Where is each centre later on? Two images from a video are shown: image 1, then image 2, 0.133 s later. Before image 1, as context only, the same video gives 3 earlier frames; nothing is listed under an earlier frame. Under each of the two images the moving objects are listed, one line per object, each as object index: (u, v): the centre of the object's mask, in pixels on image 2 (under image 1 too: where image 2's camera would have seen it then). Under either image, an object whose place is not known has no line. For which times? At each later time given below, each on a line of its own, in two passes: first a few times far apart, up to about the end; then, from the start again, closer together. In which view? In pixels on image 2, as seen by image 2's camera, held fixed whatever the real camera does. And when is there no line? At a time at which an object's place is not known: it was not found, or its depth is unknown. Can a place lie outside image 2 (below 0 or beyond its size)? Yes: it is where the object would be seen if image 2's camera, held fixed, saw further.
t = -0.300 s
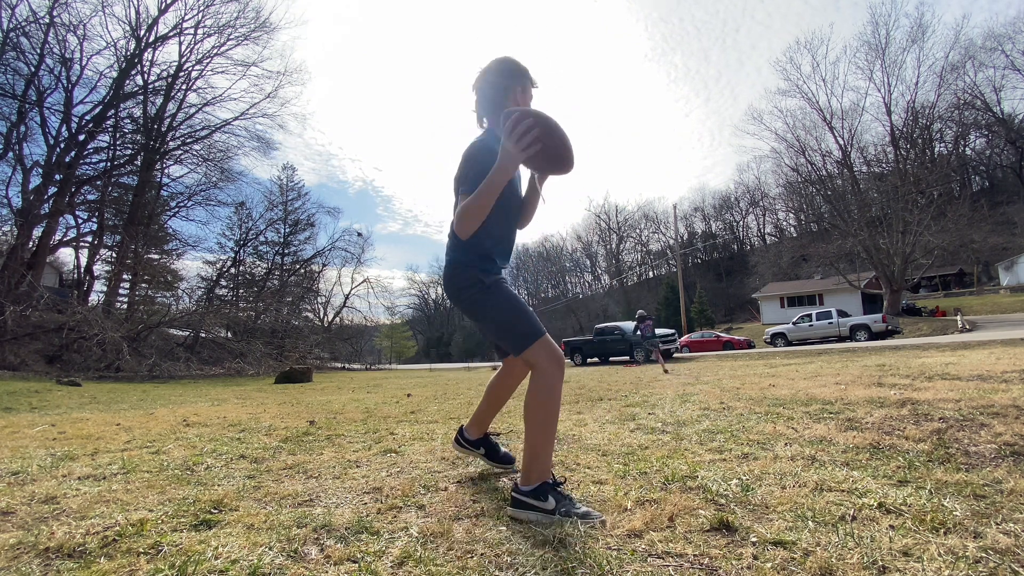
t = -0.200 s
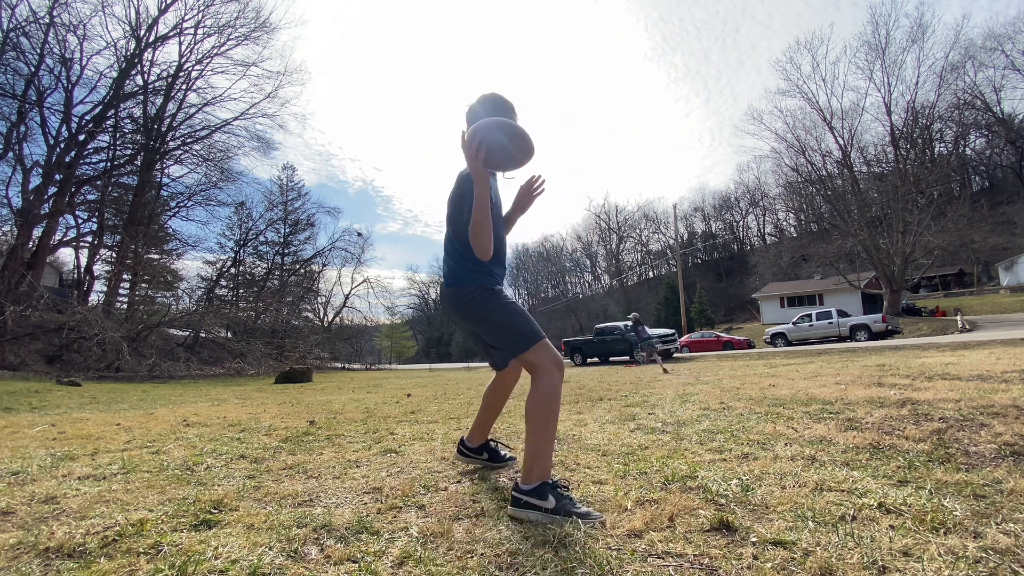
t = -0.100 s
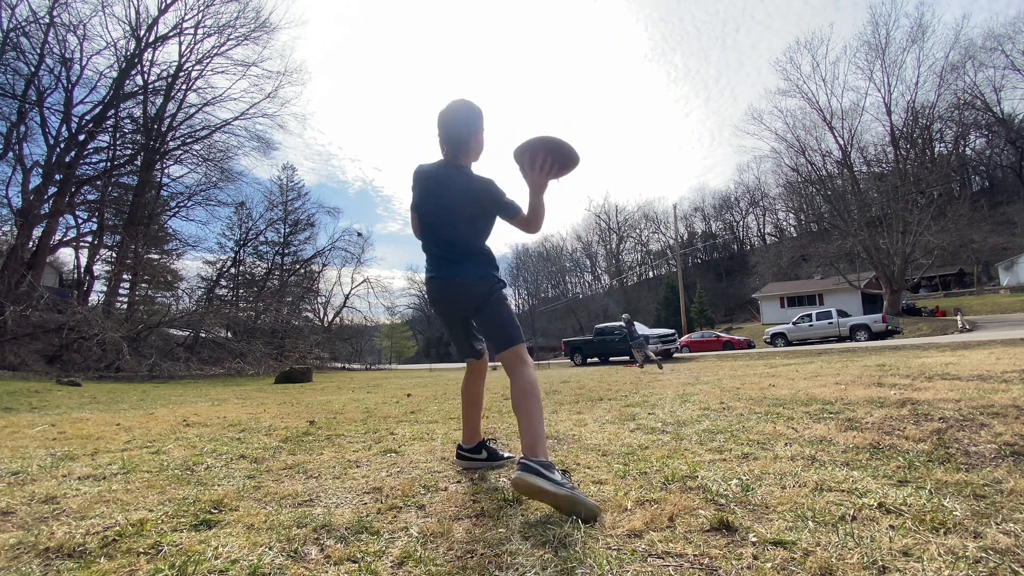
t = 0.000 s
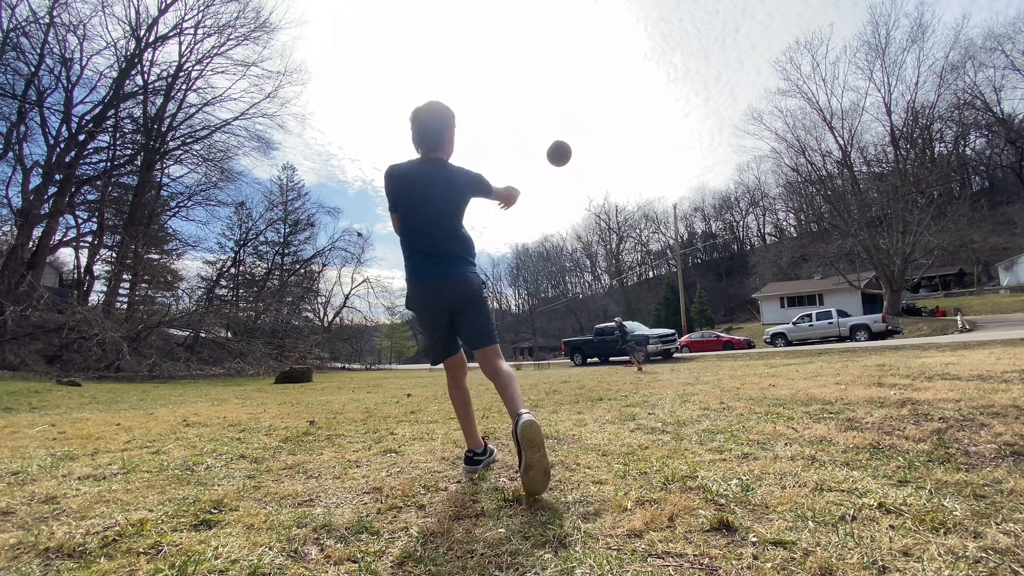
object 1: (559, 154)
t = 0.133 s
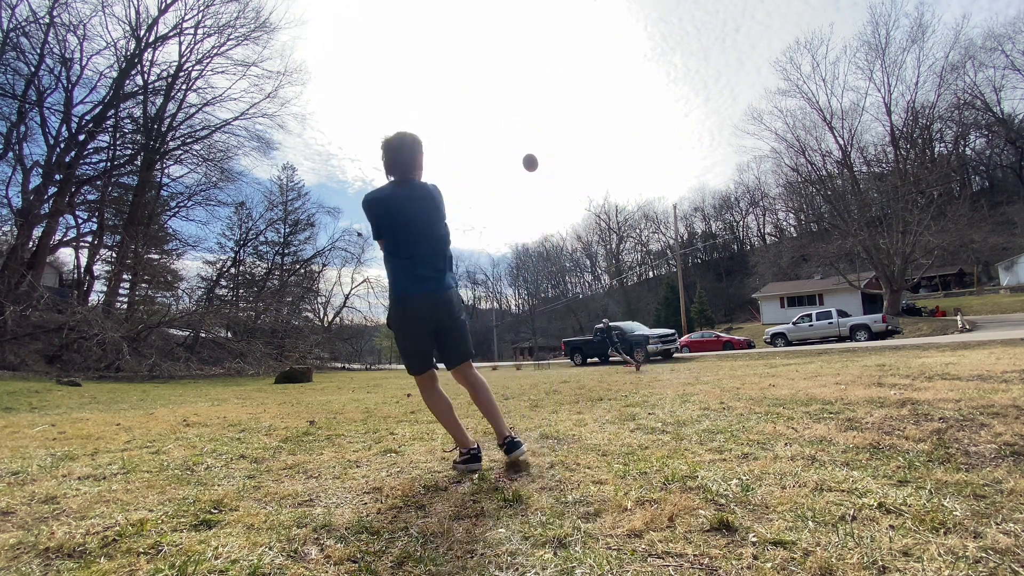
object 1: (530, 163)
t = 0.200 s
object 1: (524, 170)
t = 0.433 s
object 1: (514, 202)
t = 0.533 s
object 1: (512, 217)
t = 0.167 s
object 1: (527, 166)
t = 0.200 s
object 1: (524, 170)
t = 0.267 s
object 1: (519, 179)
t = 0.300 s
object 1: (518, 183)
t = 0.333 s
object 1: (517, 187)
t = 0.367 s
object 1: (516, 192)
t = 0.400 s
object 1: (515, 197)
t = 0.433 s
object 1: (514, 202)
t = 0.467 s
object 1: (513, 207)
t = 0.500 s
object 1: (513, 212)
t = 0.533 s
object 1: (512, 217)
